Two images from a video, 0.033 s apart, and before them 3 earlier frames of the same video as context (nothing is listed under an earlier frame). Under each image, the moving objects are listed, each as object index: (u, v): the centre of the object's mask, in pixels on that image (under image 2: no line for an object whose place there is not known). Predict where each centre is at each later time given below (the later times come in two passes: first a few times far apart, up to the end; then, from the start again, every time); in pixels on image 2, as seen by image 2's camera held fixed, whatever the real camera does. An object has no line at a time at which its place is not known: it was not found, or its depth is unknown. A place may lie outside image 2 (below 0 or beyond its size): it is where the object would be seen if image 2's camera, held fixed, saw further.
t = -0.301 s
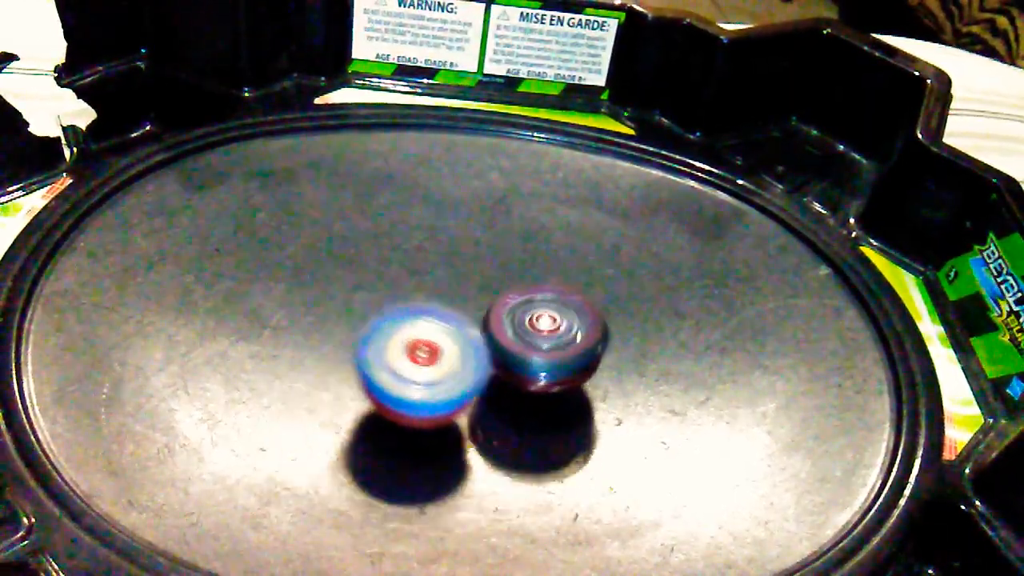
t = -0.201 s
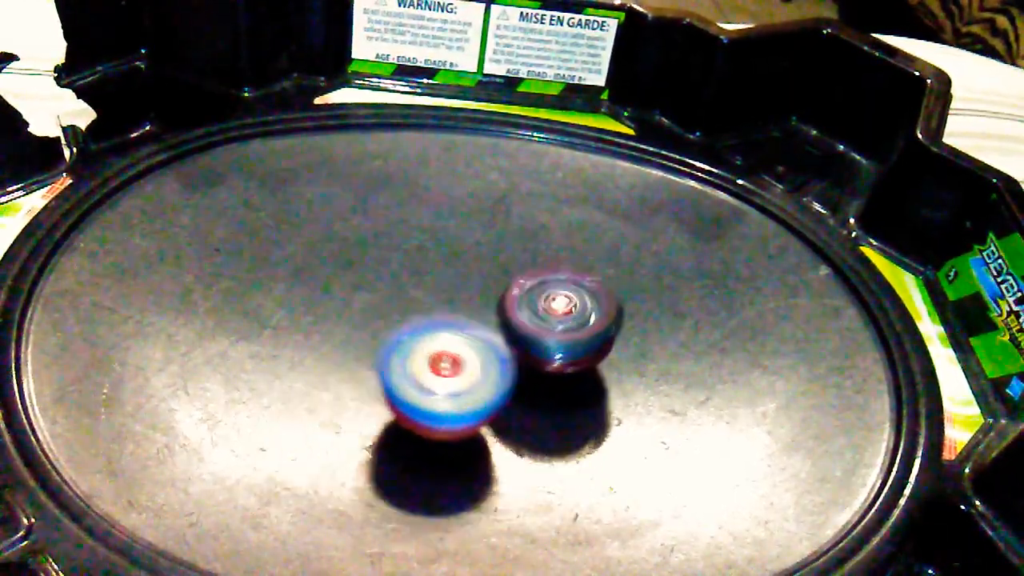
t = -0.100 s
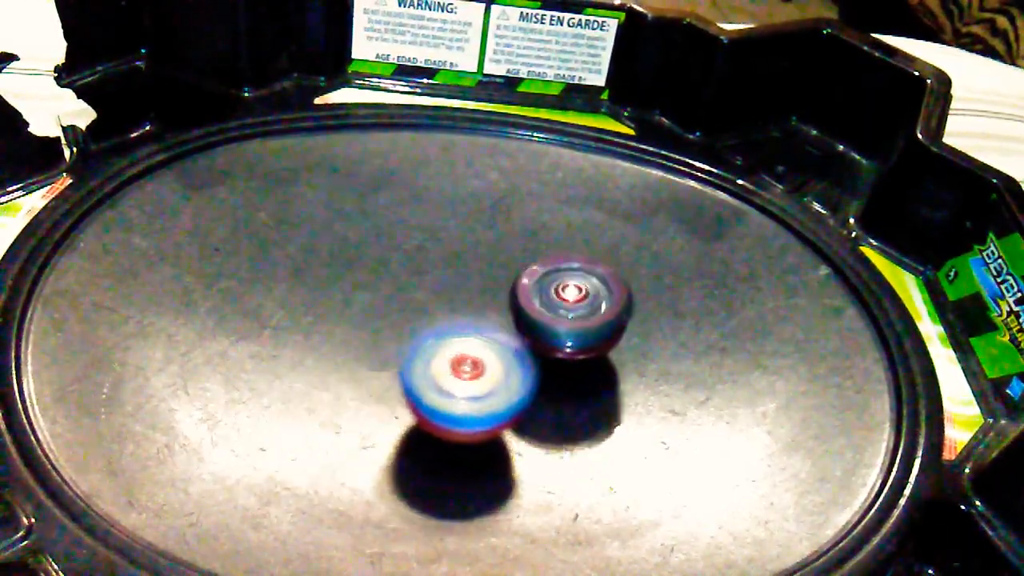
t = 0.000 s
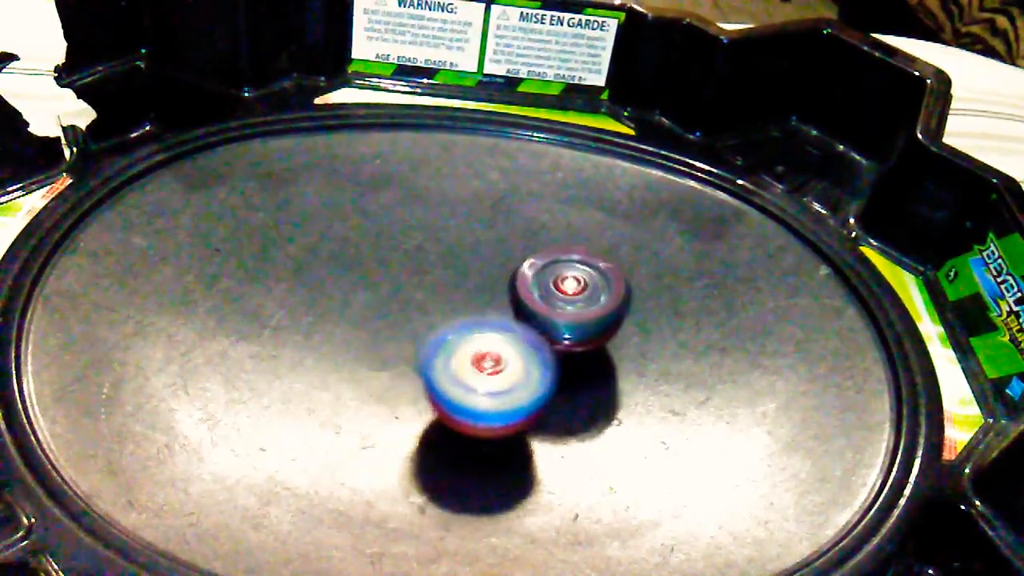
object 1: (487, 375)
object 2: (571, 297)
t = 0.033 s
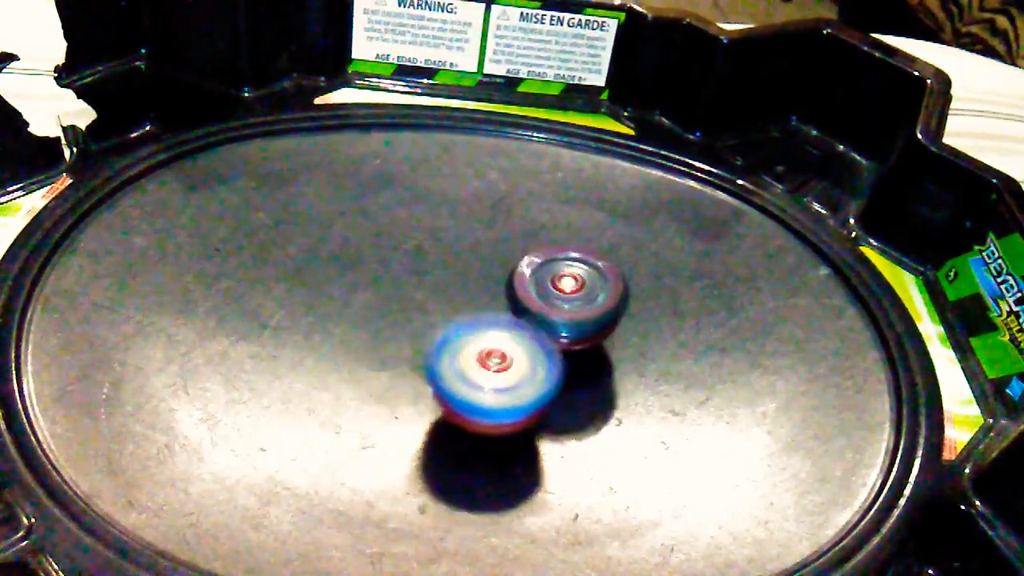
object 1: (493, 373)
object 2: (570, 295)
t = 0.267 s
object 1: (488, 377)
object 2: (554, 278)
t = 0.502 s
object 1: (445, 386)
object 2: (512, 285)
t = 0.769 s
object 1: (395, 400)
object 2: (456, 300)
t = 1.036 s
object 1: (383, 438)
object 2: (420, 293)
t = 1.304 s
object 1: (436, 414)
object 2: (418, 307)
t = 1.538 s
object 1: (498, 408)
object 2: (407, 278)
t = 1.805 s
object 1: (552, 378)
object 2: (350, 269)
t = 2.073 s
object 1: (581, 349)
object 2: (322, 282)
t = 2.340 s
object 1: (488, 317)
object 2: (340, 351)
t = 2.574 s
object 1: (467, 286)
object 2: (333, 423)
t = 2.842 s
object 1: (440, 284)
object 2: (415, 435)
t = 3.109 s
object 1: (362, 244)
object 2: (578, 474)
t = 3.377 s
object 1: (257, 263)
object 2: (648, 442)
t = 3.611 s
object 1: (361, 369)
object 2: (609, 348)
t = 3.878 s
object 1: (588, 384)
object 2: (521, 263)
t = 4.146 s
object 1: (660, 298)
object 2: (411, 255)
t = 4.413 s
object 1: (501, 288)
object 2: (322, 322)
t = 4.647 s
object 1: (439, 332)
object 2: (246, 429)
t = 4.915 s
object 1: (457, 363)
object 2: (290, 500)
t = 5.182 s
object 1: (510, 363)
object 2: (436, 452)
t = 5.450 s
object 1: (565, 248)
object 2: (476, 374)
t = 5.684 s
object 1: (520, 202)
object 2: (472, 312)
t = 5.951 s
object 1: (456, 242)
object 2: (386, 342)
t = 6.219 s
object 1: (499, 318)
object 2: (324, 406)
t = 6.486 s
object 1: (587, 384)
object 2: (392, 426)
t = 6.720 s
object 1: (603, 379)
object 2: (458, 385)
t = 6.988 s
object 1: (598, 322)
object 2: (412, 318)
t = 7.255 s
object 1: (492, 322)
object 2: (334, 298)
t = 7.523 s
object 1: (495, 379)
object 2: (277, 329)
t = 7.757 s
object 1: (518, 395)
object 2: (324, 378)
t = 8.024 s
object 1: (544, 360)
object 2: (380, 364)
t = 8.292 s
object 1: (550, 329)
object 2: (371, 325)
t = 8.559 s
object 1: (534, 319)
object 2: (355, 318)
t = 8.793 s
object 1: (507, 359)
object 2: (371, 330)
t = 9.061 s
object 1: (555, 392)
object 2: (399, 329)
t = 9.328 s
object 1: (559, 377)
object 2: (404, 308)
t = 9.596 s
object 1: (559, 368)
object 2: (387, 300)
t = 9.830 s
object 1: (517, 361)
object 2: (361, 317)
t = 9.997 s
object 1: (535, 367)
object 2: (366, 334)
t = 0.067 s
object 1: (499, 369)
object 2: (568, 292)
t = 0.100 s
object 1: (500, 370)
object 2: (565, 288)
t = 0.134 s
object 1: (498, 373)
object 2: (564, 283)
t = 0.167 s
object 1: (496, 375)
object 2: (562, 281)
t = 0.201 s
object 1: (493, 376)
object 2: (560, 279)
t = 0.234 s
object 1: (490, 377)
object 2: (557, 279)
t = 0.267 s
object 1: (488, 377)
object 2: (554, 278)
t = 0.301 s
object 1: (485, 377)
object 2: (549, 280)
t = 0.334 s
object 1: (481, 376)
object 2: (545, 281)
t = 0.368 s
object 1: (477, 375)
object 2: (538, 283)
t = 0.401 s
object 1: (473, 374)
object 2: (531, 286)
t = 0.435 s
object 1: (468, 374)
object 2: (522, 288)
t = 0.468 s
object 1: (457, 379)
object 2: (518, 286)
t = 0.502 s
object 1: (445, 386)
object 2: (512, 285)
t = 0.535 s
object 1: (434, 390)
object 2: (508, 284)
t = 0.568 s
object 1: (424, 394)
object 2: (503, 285)
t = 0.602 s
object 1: (416, 398)
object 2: (496, 287)
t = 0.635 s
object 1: (408, 400)
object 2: (490, 290)
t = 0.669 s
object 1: (402, 401)
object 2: (482, 293)
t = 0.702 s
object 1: (398, 401)
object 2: (474, 295)
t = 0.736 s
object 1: (396, 401)
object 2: (465, 298)
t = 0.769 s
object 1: (395, 400)
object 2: (456, 300)
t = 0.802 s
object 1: (395, 398)
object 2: (447, 302)
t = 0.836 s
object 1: (395, 399)
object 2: (438, 303)
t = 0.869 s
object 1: (394, 402)
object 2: (431, 303)
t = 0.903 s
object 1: (395, 404)
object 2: (425, 304)
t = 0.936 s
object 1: (394, 405)
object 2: (420, 305)
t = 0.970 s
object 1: (390, 417)
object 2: (418, 303)
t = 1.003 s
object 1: (385, 428)
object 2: (418, 298)
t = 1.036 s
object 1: (383, 438)
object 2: (420, 293)
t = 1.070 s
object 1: (384, 445)
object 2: (421, 292)
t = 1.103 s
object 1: (387, 449)
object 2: (422, 291)
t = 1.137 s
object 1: (392, 450)
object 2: (423, 292)
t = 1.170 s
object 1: (399, 448)
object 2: (424, 294)
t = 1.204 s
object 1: (407, 442)
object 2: (424, 297)
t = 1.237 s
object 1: (416, 434)
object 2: (422, 302)
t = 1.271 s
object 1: (425, 424)
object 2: (420, 305)
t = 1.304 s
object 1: (436, 414)
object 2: (418, 307)
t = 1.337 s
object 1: (445, 410)
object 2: (412, 304)
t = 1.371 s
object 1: (456, 416)
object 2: (408, 297)
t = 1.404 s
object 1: (468, 419)
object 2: (406, 288)
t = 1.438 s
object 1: (477, 420)
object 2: (406, 283)
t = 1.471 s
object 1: (485, 418)
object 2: (406, 279)
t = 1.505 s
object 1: (492, 414)
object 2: (406, 278)
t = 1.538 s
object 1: (498, 408)
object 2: (407, 278)
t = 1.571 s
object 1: (502, 400)
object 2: (407, 279)
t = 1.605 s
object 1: (504, 392)
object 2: (407, 281)
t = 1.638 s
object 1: (504, 381)
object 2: (407, 285)
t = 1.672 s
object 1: (502, 372)
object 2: (406, 289)
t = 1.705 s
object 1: (502, 364)
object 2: (403, 292)
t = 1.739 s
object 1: (520, 369)
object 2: (382, 282)
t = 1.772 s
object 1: (538, 374)
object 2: (363, 275)
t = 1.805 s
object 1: (552, 378)
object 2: (350, 269)
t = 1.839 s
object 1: (564, 379)
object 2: (341, 264)
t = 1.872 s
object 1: (574, 379)
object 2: (334, 261)
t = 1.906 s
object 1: (581, 376)
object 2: (330, 261)
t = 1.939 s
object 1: (586, 373)
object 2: (326, 262)
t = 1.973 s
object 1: (588, 368)
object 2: (325, 265)
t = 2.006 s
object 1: (588, 362)
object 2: (323, 271)
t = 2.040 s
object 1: (586, 356)
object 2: (322, 275)
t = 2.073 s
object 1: (581, 349)
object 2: (322, 282)
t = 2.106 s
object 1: (574, 342)
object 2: (322, 289)
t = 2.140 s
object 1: (565, 337)
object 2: (322, 297)
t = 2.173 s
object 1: (554, 330)
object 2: (324, 304)
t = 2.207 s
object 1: (543, 325)
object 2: (325, 313)
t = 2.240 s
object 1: (530, 321)
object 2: (328, 323)
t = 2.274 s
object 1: (516, 318)
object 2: (332, 332)
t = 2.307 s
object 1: (503, 317)
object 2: (336, 342)
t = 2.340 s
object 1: (488, 317)
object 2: (340, 351)
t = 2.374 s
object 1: (474, 318)
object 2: (344, 361)
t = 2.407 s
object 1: (463, 317)
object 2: (346, 372)
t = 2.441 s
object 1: (463, 311)
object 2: (336, 388)
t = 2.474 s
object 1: (464, 304)
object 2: (331, 402)
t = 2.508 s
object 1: (466, 297)
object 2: (327, 411)
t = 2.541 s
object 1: (467, 291)
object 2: (328, 418)
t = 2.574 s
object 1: (467, 286)
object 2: (333, 423)
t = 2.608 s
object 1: (467, 281)
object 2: (340, 428)
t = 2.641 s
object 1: (466, 279)
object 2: (348, 432)
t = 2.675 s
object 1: (462, 276)
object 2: (357, 435)
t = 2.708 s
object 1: (459, 275)
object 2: (368, 437)
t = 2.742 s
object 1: (454, 275)
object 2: (379, 438)
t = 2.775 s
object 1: (449, 278)
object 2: (391, 439)
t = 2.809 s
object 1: (445, 280)
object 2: (403, 437)
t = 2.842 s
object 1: (440, 284)
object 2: (415, 435)
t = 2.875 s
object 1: (436, 289)
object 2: (427, 432)
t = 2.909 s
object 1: (433, 295)
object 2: (441, 427)
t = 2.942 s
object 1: (429, 302)
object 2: (453, 422)
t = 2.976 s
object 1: (426, 307)
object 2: (465, 416)
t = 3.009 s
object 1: (418, 305)
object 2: (479, 415)
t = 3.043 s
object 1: (398, 282)
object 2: (519, 443)
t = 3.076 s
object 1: (380, 261)
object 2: (550, 460)
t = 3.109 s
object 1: (362, 244)
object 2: (578, 474)
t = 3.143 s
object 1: (344, 232)
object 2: (600, 483)
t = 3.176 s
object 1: (329, 226)
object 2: (615, 485)
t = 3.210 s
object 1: (311, 224)
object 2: (627, 485)
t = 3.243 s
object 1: (295, 224)
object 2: (635, 480)
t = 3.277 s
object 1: (281, 230)
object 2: (642, 474)
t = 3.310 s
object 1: (270, 237)
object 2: (646, 465)
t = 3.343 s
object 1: (261, 250)
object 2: (648, 455)
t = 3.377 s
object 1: (257, 263)
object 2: (648, 442)
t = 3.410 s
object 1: (257, 278)
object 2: (646, 429)
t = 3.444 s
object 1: (262, 296)
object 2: (642, 416)
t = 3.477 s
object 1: (273, 310)
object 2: (637, 402)
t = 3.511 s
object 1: (289, 328)
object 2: (631, 389)
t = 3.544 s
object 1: (310, 343)
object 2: (625, 375)
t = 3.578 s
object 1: (334, 357)
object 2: (617, 361)
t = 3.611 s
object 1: (361, 369)
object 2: (609, 348)
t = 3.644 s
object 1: (389, 379)
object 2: (601, 335)
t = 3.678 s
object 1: (420, 385)
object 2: (589, 321)
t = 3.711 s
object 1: (454, 389)
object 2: (579, 309)
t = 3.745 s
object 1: (485, 391)
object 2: (568, 299)
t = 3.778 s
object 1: (516, 394)
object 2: (557, 287)
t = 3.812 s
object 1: (539, 391)
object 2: (545, 278)
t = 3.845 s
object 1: (565, 389)
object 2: (533, 270)
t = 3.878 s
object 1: (588, 384)
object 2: (521, 263)
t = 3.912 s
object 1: (612, 376)
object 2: (507, 257)
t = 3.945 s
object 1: (632, 368)
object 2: (494, 252)
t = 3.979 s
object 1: (648, 357)
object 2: (479, 249)
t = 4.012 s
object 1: (661, 346)
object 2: (465, 247)
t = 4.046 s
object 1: (668, 333)
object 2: (451, 248)
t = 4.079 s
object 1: (669, 321)
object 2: (437, 249)
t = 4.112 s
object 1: (667, 309)
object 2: (424, 251)
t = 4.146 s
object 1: (660, 298)
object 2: (411, 255)
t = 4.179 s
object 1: (647, 289)
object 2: (396, 260)
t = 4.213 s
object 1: (633, 282)
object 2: (383, 265)
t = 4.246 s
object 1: (613, 277)
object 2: (369, 273)
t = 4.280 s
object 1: (592, 274)
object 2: (359, 279)
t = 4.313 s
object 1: (571, 274)
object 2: (348, 289)
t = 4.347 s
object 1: (548, 276)
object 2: (338, 299)
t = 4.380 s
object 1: (524, 281)
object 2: (330, 311)
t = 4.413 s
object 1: (501, 288)
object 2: (322, 322)
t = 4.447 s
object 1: (480, 296)
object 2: (315, 335)
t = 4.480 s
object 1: (463, 305)
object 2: (310, 348)
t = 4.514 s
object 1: (443, 314)
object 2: (306, 360)
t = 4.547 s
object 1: (426, 326)
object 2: (304, 374)
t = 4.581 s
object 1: (427, 329)
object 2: (284, 393)
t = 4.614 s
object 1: (434, 330)
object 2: (263, 412)
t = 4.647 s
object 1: (439, 332)
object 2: (246, 429)
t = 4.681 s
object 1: (441, 335)
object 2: (236, 444)
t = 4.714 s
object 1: (443, 338)
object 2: (234, 457)
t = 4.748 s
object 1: (444, 342)
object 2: (236, 468)
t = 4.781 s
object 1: (445, 346)
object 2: (240, 478)
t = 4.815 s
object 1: (446, 350)
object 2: (248, 488)
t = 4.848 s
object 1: (448, 355)
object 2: (259, 494)
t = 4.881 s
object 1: (453, 359)
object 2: (273, 498)
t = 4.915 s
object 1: (457, 363)
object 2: (290, 500)
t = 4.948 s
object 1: (462, 367)
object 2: (307, 500)
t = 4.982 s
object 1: (467, 369)
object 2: (326, 498)
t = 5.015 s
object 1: (473, 371)
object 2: (347, 494)
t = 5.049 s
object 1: (479, 373)
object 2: (367, 488)
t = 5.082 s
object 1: (484, 374)
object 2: (388, 479)
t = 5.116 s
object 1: (493, 374)
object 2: (408, 468)
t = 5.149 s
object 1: (500, 371)
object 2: (424, 460)
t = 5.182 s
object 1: (510, 363)
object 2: (436, 452)
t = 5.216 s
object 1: (521, 353)
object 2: (448, 442)
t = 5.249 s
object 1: (535, 339)
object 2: (454, 436)
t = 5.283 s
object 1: (547, 320)
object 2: (456, 432)
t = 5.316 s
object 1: (555, 304)
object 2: (458, 423)
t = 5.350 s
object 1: (560, 289)
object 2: (462, 412)
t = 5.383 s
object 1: (564, 274)
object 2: (466, 400)
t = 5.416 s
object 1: (566, 260)
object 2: (472, 387)
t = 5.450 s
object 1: (565, 248)
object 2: (476, 374)
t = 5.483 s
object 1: (563, 239)
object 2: (480, 360)
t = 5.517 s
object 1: (559, 229)
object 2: (484, 348)
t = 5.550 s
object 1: (552, 223)
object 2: (487, 336)
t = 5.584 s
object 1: (545, 219)
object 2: (489, 325)
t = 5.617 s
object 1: (535, 216)
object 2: (488, 313)
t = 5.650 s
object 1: (525, 212)
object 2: (484, 306)
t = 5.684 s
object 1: (520, 202)
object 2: (472, 312)
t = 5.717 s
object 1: (515, 195)
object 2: (462, 318)
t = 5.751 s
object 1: (508, 193)
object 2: (452, 323)
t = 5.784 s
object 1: (499, 193)
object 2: (441, 327)
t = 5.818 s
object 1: (490, 196)
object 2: (428, 331)
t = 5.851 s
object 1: (481, 204)
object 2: (418, 334)
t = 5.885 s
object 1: (472, 215)
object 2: (406, 336)
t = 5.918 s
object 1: (464, 227)
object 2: (395, 339)
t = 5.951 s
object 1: (456, 242)
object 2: (386, 342)
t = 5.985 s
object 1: (451, 259)
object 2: (376, 345)
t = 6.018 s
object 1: (452, 272)
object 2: (364, 352)
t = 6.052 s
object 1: (457, 279)
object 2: (351, 365)
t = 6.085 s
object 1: (462, 285)
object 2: (341, 378)
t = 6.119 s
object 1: (471, 294)
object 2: (332, 387)
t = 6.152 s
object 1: (478, 301)
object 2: (327, 393)
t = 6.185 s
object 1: (488, 309)
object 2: (324, 401)
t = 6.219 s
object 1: (499, 318)
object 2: (324, 406)
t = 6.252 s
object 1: (511, 329)
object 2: (327, 411)
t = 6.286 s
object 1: (522, 340)
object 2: (332, 417)
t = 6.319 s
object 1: (533, 351)
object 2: (339, 421)
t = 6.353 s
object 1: (544, 361)
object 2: (347, 424)
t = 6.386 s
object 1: (558, 369)
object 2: (357, 425)
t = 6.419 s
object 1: (569, 376)
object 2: (368, 427)
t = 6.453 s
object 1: (578, 381)
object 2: (380, 427)
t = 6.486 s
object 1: (587, 384)
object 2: (392, 426)
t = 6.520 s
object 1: (595, 387)
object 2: (404, 424)
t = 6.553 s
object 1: (600, 388)
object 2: (417, 420)
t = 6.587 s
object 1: (603, 388)
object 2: (428, 416)
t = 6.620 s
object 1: (604, 387)
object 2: (439, 410)
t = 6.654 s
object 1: (603, 385)
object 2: (449, 402)
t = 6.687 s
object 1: (599, 382)
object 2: (459, 394)
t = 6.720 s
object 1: (603, 379)
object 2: (458, 385)
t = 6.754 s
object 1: (614, 372)
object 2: (449, 376)
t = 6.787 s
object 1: (622, 365)
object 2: (444, 365)
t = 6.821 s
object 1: (627, 358)
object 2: (439, 355)
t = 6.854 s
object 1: (627, 349)
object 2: (435, 345)
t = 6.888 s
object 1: (625, 342)
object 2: (431, 336)
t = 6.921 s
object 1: (620, 335)
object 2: (425, 330)
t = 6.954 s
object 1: (610, 327)
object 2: (420, 324)
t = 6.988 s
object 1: (598, 322)
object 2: (412, 318)
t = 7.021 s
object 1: (582, 316)
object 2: (404, 314)
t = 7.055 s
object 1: (569, 312)
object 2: (397, 308)
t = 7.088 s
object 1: (553, 310)
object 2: (389, 304)
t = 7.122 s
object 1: (534, 310)
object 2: (382, 301)
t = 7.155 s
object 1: (517, 310)
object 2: (375, 299)
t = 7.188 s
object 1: (501, 313)
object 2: (369, 299)
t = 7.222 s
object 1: (493, 318)
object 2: (352, 298)
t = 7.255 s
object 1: (492, 322)
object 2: (334, 298)
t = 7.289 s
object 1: (492, 329)
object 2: (320, 297)
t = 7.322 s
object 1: (492, 336)
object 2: (310, 298)
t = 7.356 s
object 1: (491, 343)
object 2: (299, 300)
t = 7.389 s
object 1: (491, 351)
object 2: (292, 304)
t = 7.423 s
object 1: (490, 358)
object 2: (285, 308)
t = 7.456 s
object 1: (492, 367)
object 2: (280, 315)
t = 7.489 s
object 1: (492, 373)
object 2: (278, 322)
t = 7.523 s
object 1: (495, 379)
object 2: (277, 329)
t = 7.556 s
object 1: (499, 384)
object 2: (278, 337)
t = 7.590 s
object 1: (503, 390)
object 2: (281, 344)
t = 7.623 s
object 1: (507, 392)
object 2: (286, 353)
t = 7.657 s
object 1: (511, 395)
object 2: (292, 361)
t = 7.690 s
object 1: (516, 397)
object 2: (301, 368)
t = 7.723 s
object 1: (517, 396)
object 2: (313, 373)
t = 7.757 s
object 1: (518, 395)
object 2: (324, 378)
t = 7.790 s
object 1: (518, 393)
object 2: (337, 383)
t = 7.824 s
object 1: (517, 389)
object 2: (354, 384)
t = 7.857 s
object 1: (516, 384)
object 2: (370, 385)
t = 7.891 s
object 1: (521, 378)
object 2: (375, 383)
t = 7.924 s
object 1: (535, 375)
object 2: (373, 379)
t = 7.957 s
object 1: (541, 372)
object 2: (374, 375)
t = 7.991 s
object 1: (545, 366)
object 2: (376, 371)
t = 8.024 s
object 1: (544, 360)
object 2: (380, 364)
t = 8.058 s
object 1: (543, 354)
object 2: (385, 360)
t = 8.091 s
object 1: (537, 349)
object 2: (390, 354)
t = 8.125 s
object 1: (533, 345)
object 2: (395, 349)
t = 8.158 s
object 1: (531, 340)
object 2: (393, 345)
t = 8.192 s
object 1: (538, 337)
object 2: (386, 340)
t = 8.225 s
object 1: (542, 335)
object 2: (379, 335)
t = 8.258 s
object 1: (546, 332)
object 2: (375, 329)
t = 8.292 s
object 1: (550, 329)
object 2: (371, 325)
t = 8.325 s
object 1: (555, 327)
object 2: (368, 321)
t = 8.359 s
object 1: (554, 324)
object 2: (365, 319)
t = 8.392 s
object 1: (555, 321)
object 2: (363, 319)
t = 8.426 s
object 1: (553, 319)
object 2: (360, 318)
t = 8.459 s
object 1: (550, 317)
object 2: (358, 317)
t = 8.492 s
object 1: (544, 317)
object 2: (355, 317)
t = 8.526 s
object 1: (539, 318)
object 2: (355, 318)
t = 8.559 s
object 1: (534, 319)
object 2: (355, 318)
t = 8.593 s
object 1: (529, 322)
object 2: (355, 319)
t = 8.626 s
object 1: (527, 326)
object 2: (357, 321)
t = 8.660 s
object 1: (522, 330)
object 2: (358, 324)
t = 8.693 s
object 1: (518, 336)
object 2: (361, 325)
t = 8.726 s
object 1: (513, 342)
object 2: (365, 328)
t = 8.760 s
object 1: (511, 350)
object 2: (368, 329)
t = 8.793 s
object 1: (507, 359)
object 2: (371, 330)
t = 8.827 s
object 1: (510, 366)
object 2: (370, 331)
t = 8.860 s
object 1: (517, 373)
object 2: (372, 330)
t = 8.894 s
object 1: (523, 377)
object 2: (376, 330)
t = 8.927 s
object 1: (530, 384)
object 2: (378, 330)
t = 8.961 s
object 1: (538, 388)
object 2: (383, 330)
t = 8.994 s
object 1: (546, 391)
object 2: (389, 331)
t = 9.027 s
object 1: (550, 392)
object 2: (394, 330)
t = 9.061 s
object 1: (555, 392)
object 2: (399, 329)
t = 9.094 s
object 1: (557, 390)
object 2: (404, 329)
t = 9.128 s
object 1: (558, 388)
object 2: (409, 328)
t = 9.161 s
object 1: (557, 386)
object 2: (414, 328)
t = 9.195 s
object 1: (553, 382)
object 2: (418, 327)
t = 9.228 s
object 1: (547, 377)
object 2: (423, 325)
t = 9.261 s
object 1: (547, 376)
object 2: (420, 321)
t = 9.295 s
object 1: (552, 376)
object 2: (410, 314)
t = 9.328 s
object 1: (559, 377)
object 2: (404, 308)
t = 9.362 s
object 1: (564, 379)
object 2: (402, 303)
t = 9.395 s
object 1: (568, 381)
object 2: (401, 299)
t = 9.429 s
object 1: (571, 380)
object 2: (398, 297)
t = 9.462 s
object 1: (573, 380)
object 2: (396, 298)
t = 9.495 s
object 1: (572, 377)
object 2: (393, 297)
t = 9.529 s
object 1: (571, 373)
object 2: (390, 297)
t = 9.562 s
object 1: (567, 371)
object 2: (389, 298)
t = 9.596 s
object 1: (559, 368)
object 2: (387, 300)
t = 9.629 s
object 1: (553, 366)
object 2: (385, 302)
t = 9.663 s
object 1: (536, 361)
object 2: (384, 305)
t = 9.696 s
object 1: (526, 358)
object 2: (385, 309)
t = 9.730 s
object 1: (514, 356)
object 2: (384, 314)
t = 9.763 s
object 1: (510, 356)
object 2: (376, 315)
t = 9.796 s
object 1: (514, 359)
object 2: (366, 316)
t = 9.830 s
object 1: (517, 361)
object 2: (361, 317)
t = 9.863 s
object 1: (521, 363)
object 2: (360, 318)
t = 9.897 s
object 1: (525, 367)
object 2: (359, 320)
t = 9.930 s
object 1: (529, 367)
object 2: (360, 324)
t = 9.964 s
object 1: (535, 367)
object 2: (363, 329)
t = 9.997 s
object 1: (535, 367)
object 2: (366, 334)
